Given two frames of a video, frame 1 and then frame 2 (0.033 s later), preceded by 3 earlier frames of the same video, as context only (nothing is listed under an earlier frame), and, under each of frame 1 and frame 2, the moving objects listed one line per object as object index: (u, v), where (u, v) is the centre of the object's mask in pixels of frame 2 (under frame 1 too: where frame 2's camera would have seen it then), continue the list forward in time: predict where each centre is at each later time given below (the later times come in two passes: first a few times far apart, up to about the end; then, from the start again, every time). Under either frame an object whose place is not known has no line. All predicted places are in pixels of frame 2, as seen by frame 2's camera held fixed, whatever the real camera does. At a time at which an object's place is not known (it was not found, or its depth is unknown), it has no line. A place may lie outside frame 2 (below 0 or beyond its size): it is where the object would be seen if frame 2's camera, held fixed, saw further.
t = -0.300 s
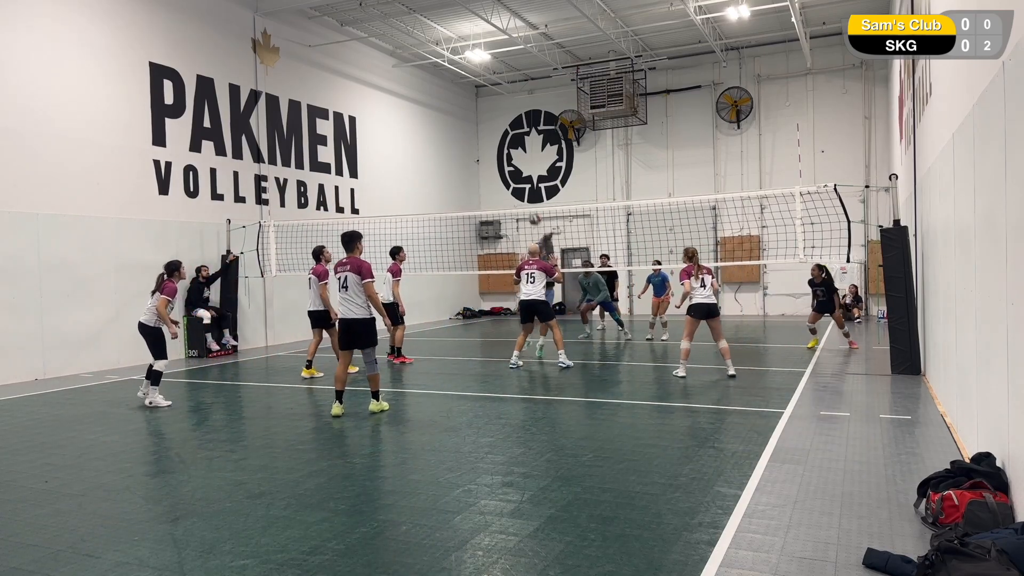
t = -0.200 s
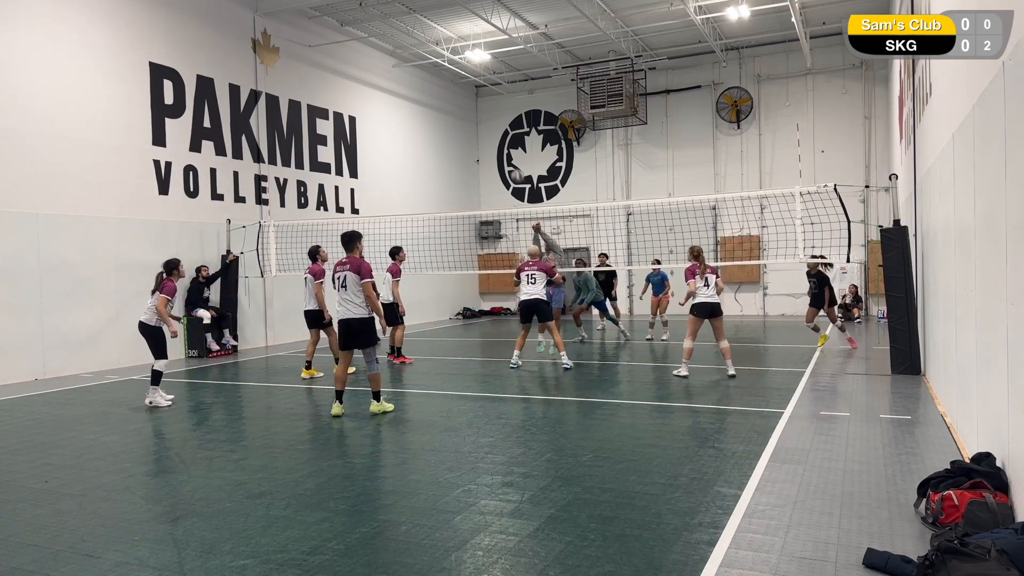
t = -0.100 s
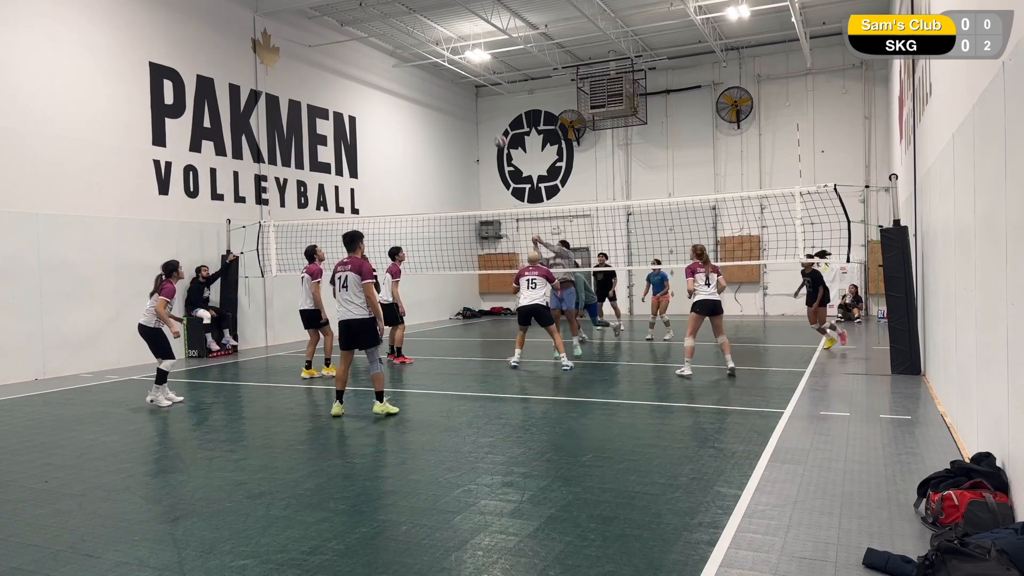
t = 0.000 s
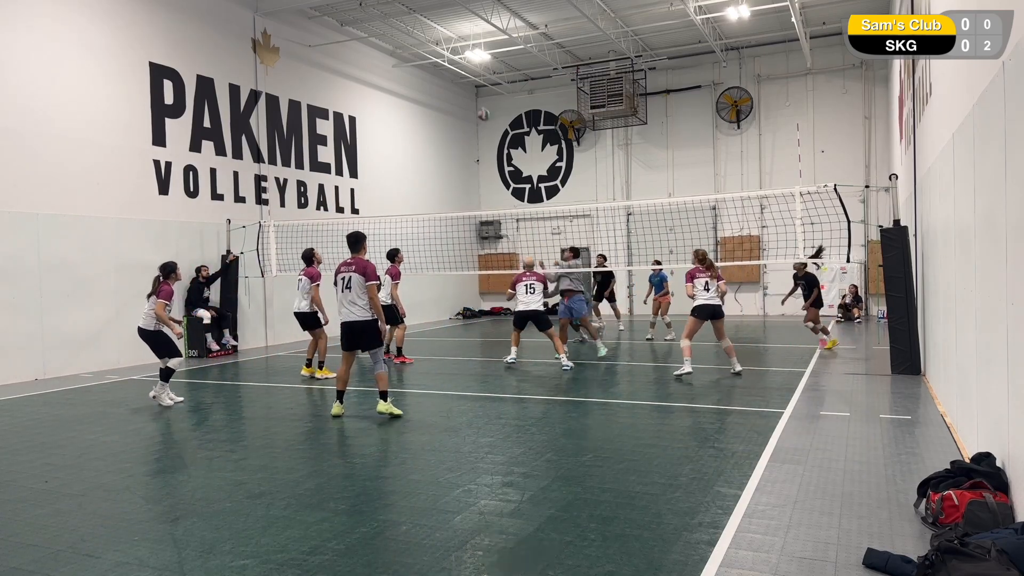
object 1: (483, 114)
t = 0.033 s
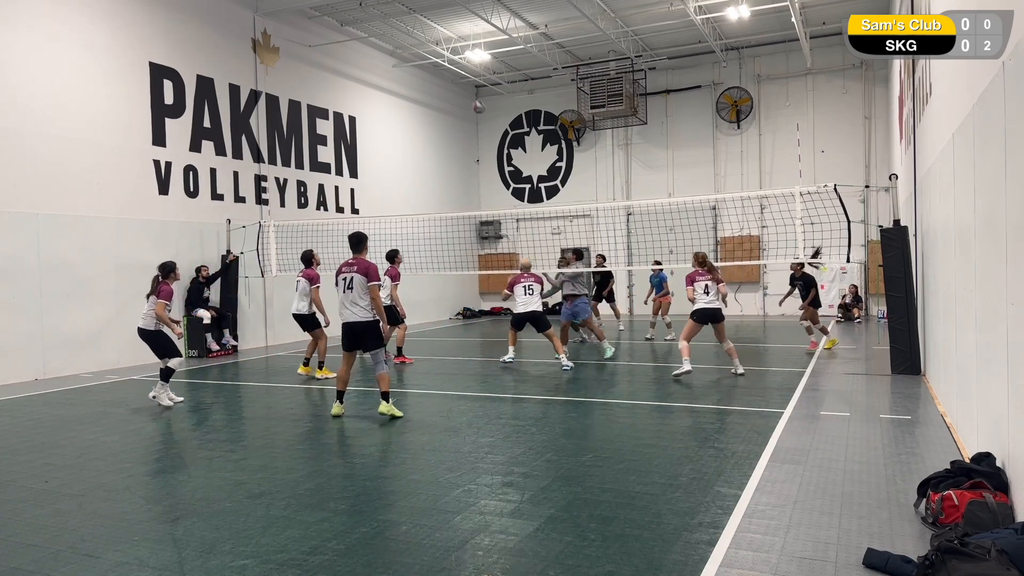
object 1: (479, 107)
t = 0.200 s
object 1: (453, 80)
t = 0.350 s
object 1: (433, 72)
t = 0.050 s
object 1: (476, 103)
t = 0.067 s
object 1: (473, 99)
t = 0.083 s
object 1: (471, 97)
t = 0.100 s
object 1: (468, 94)
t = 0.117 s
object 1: (466, 91)
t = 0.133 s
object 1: (463, 88)
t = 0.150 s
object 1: (461, 86)
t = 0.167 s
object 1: (458, 84)
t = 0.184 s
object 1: (455, 82)
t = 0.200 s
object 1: (453, 80)
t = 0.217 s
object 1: (451, 79)
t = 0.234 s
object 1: (448, 77)
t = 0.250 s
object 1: (446, 76)
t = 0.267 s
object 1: (443, 74)
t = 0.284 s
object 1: (441, 73)
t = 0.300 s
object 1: (438, 72)
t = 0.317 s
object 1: (436, 72)
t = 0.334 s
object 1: (434, 72)
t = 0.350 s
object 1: (433, 72)
